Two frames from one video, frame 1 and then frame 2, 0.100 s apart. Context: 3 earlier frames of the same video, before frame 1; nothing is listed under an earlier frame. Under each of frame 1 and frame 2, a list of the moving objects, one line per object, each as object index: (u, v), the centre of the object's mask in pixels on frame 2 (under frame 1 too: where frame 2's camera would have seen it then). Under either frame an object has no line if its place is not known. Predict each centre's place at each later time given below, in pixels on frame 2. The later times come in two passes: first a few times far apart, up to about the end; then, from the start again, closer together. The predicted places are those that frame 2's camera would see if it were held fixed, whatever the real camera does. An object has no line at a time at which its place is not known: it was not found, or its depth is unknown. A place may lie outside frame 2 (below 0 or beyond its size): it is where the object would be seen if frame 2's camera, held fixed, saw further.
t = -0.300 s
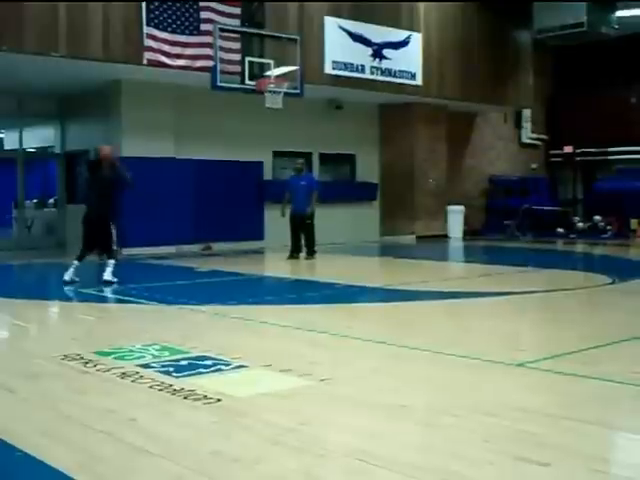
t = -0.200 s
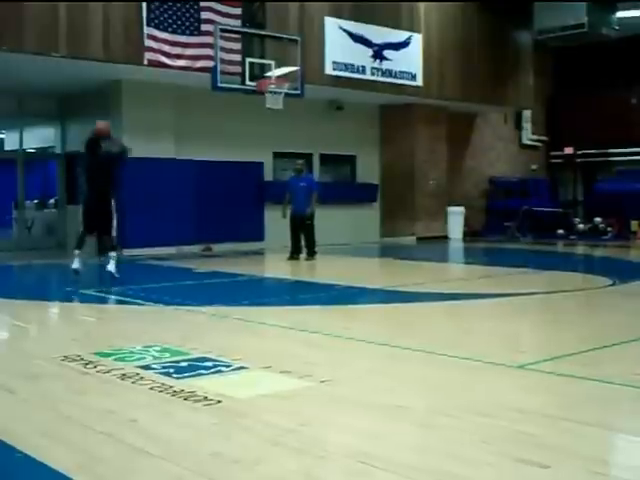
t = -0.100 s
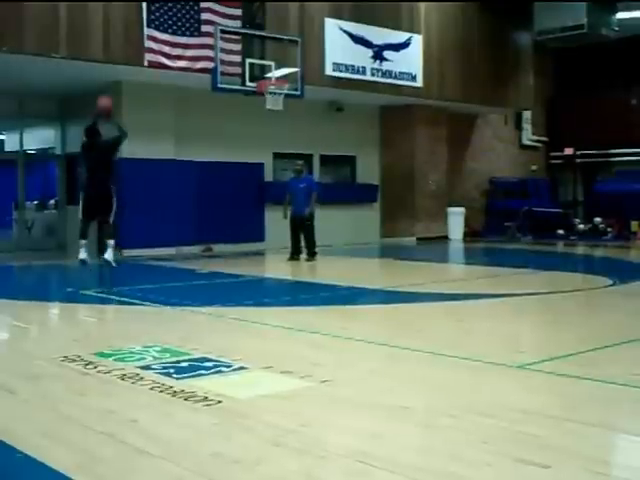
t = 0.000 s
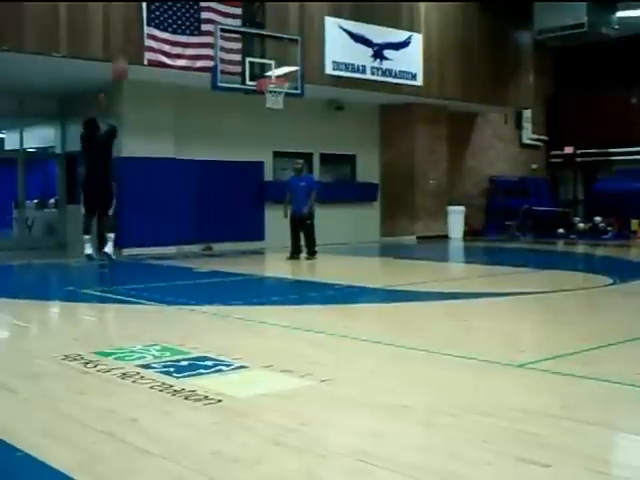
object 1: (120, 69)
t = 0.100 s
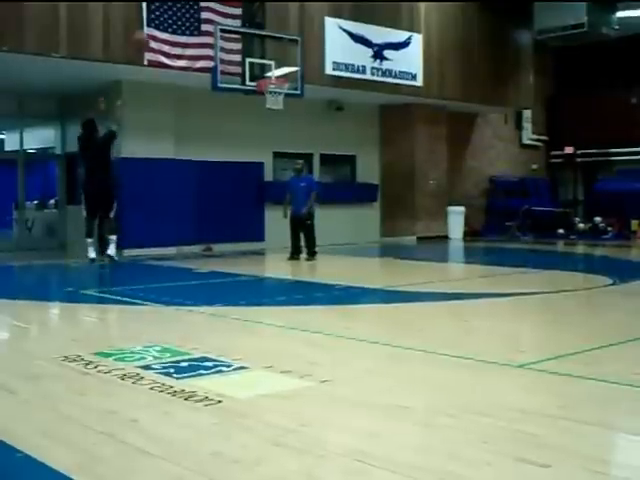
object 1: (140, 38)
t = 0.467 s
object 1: (207, 4)
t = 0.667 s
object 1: (241, 12)
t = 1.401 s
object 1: (286, 74)
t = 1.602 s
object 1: (292, 77)
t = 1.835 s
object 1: (306, 119)
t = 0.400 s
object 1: (200, 4)
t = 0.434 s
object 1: (203, 4)
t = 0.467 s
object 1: (207, 4)
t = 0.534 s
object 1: (219, 6)
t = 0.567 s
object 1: (226, 6)
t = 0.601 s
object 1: (231, 7)
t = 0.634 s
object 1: (235, 10)
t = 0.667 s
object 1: (241, 12)
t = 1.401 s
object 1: (286, 74)
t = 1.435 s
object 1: (288, 73)
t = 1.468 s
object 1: (289, 73)
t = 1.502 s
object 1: (290, 73)
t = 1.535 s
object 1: (292, 76)
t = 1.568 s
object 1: (292, 76)
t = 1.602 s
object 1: (292, 77)
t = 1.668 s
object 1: (299, 89)
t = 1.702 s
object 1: (299, 91)
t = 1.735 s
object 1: (302, 100)
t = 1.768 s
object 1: (304, 103)
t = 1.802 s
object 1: (305, 110)
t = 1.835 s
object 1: (306, 119)
